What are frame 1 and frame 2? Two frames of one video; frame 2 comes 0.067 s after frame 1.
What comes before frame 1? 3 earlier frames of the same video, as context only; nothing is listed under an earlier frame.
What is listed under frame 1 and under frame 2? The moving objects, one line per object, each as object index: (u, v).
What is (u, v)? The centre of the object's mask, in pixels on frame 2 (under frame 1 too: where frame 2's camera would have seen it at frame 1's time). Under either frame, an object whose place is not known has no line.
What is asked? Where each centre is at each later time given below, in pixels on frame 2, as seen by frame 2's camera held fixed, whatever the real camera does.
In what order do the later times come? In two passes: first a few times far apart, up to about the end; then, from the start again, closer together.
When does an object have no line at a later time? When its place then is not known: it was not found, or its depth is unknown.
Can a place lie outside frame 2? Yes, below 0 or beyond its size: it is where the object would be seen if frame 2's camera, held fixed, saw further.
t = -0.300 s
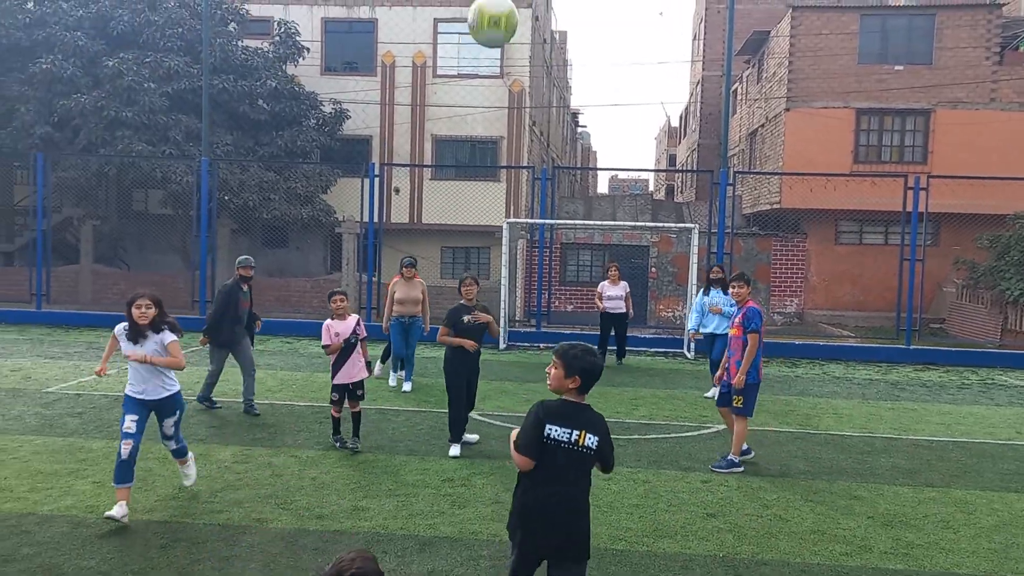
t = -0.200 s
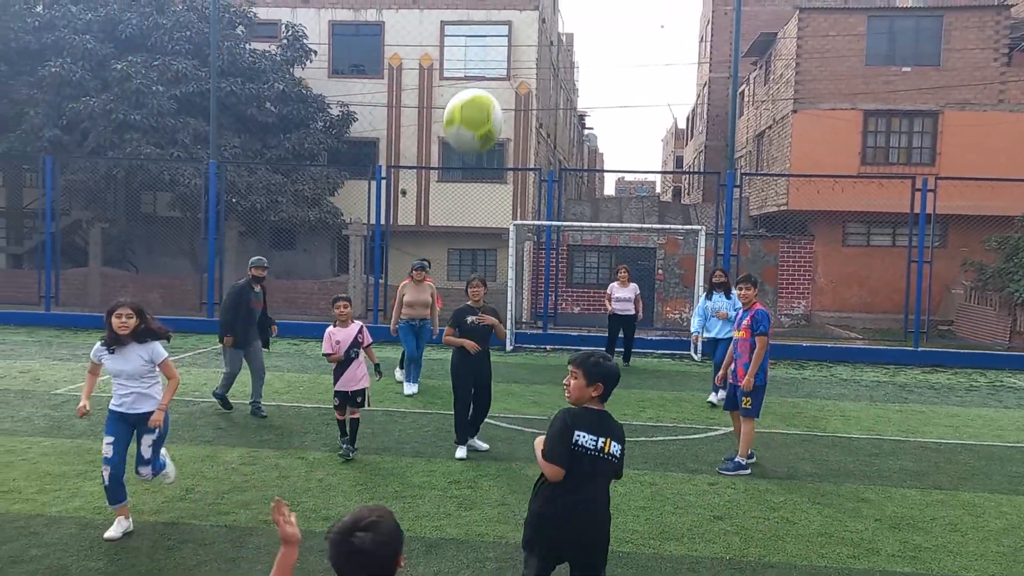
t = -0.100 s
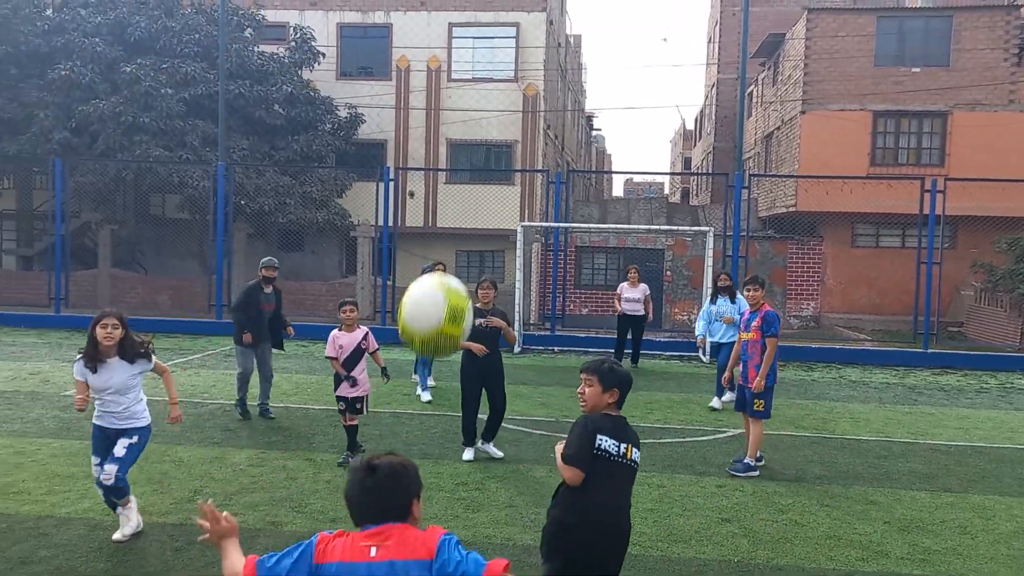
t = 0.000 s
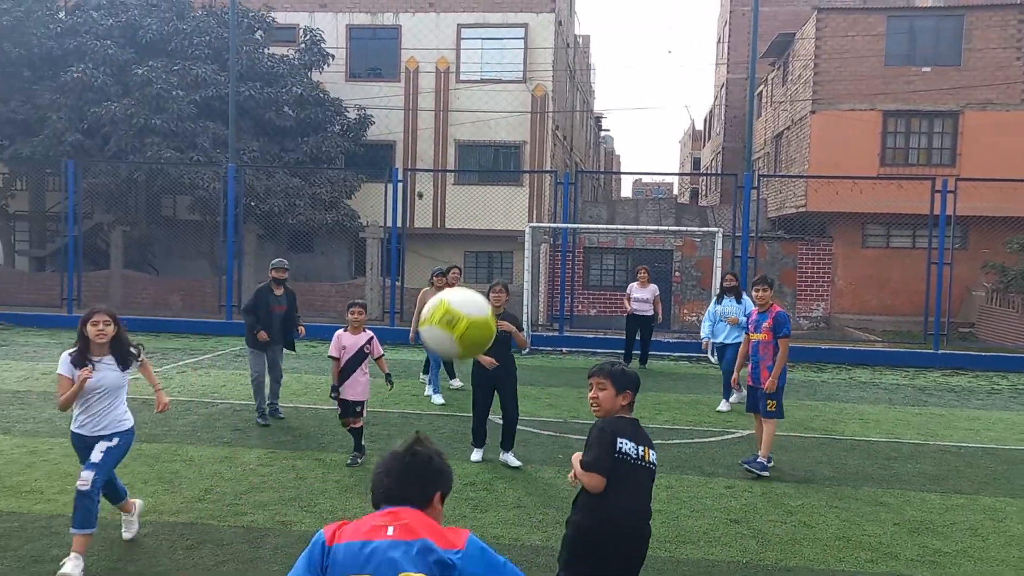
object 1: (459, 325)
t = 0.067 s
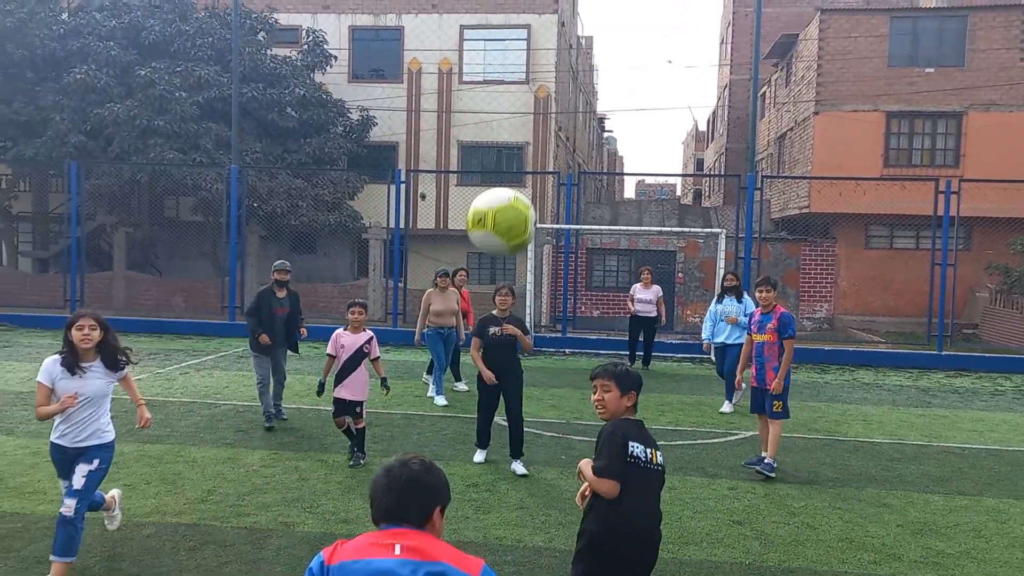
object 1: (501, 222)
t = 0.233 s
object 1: (581, 66)
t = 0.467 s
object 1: (660, 17)
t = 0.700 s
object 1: (708, 77)
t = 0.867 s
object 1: (731, 160)
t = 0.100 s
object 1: (519, 180)
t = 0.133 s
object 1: (537, 144)
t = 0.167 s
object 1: (553, 113)
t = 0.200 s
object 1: (568, 87)
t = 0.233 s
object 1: (581, 66)
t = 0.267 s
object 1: (595, 50)
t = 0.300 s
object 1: (608, 37)
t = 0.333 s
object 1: (620, 27)
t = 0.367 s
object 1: (631, 20)
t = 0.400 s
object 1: (641, 17)
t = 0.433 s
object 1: (651, 16)
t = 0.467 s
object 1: (660, 17)
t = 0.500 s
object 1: (668, 19)
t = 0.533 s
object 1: (676, 23)
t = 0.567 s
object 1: (683, 31)
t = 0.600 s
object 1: (690, 40)
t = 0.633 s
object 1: (696, 51)
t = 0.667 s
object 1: (702, 64)
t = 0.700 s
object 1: (708, 77)
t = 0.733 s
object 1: (714, 92)
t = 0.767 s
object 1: (719, 107)
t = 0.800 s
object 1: (724, 124)
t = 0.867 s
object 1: (731, 160)
